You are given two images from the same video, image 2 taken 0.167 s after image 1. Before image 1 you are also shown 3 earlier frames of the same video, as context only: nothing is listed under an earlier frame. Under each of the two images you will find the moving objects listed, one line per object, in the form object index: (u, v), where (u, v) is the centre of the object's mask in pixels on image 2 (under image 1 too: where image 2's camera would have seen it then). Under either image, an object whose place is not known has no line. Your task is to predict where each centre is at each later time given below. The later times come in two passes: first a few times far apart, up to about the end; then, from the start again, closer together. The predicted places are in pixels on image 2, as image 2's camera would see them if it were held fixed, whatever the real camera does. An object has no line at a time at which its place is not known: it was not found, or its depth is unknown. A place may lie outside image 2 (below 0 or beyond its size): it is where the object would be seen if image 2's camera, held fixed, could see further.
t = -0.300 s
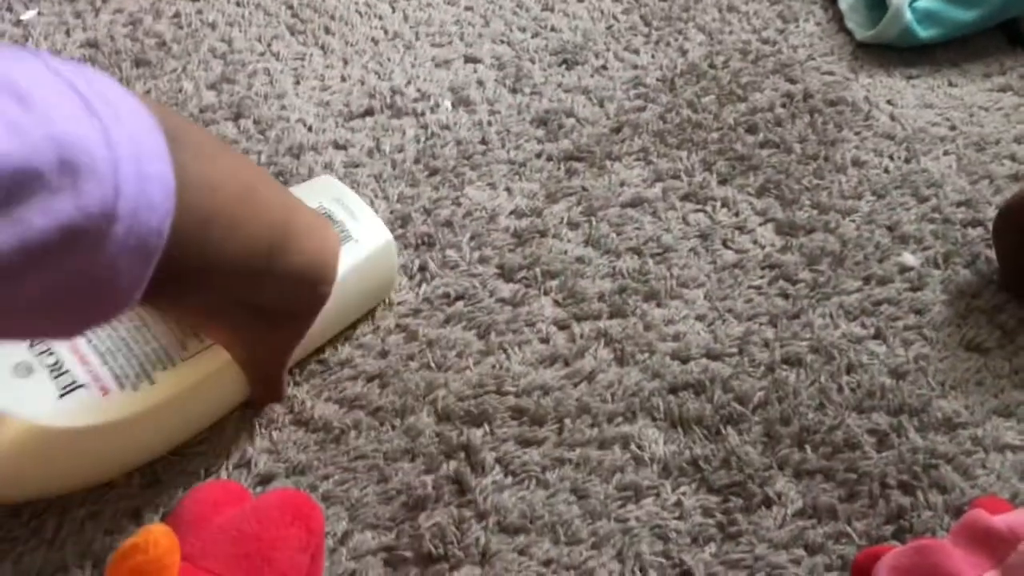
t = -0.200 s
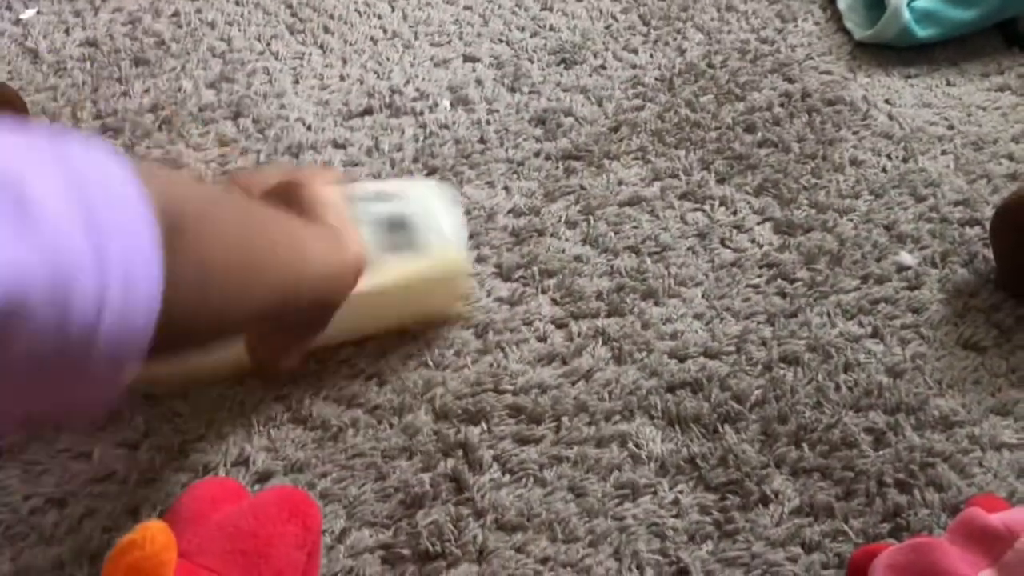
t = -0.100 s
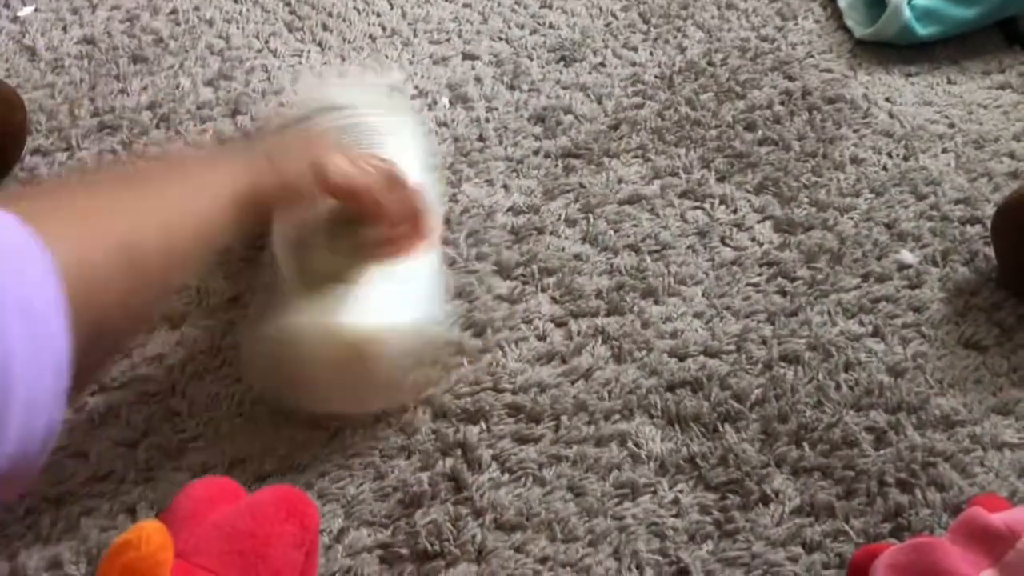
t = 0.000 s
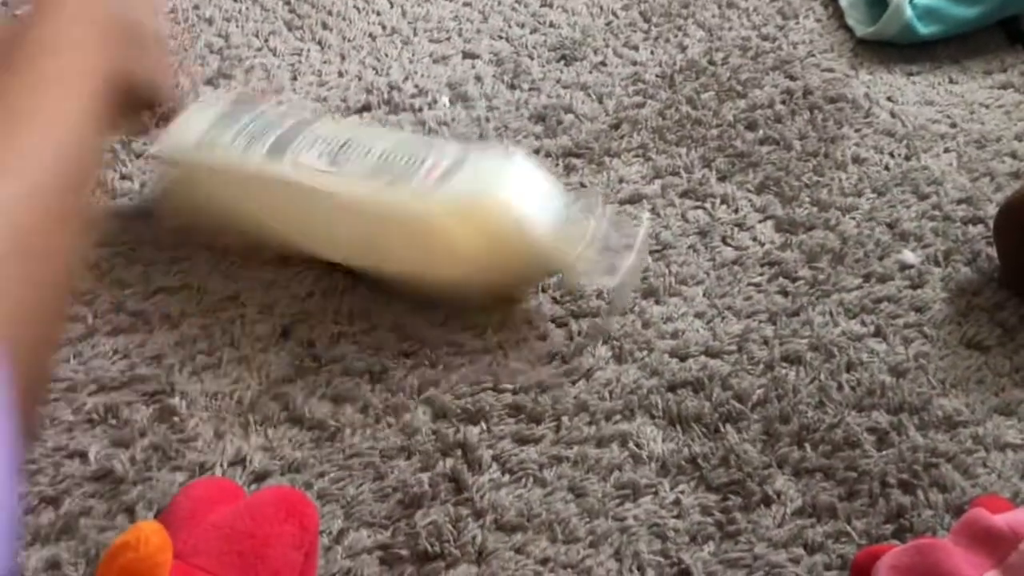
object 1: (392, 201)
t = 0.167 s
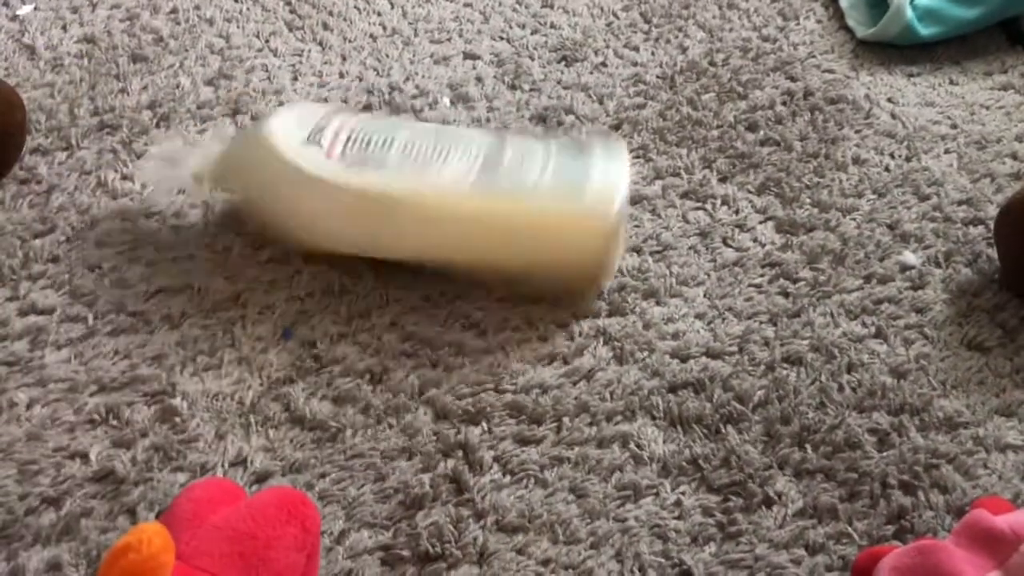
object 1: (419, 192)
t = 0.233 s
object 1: (430, 227)
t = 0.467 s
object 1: (421, 198)
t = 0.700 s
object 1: (414, 194)
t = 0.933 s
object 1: (429, 190)
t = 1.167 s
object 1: (430, 189)
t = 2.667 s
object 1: (441, 184)
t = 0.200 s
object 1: (440, 208)
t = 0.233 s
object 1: (430, 227)
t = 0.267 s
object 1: (400, 233)
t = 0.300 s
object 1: (379, 223)
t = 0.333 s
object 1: (383, 210)
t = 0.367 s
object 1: (391, 200)
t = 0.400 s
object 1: (399, 194)
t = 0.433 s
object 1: (411, 193)
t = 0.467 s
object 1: (421, 198)
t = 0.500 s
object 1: (425, 198)
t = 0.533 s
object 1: (430, 203)
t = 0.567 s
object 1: (425, 203)
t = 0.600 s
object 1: (420, 204)
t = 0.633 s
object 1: (417, 198)
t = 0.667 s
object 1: (414, 197)
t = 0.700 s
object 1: (414, 194)
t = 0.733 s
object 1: (417, 192)
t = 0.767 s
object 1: (421, 190)
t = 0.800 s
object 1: (424, 189)
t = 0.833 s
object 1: (426, 190)
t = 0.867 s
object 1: (428, 190)
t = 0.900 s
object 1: (429, 190)
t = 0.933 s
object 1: (429, 190)
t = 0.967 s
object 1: (429, 190)
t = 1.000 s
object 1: (429, 190)
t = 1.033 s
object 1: (429, 190)
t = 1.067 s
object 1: (429, 190)
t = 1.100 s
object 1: (430, 190)
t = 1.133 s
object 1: (430, 189)
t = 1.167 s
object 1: (430, 189)
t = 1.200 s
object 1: (430, 189)
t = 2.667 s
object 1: (441, 184)
